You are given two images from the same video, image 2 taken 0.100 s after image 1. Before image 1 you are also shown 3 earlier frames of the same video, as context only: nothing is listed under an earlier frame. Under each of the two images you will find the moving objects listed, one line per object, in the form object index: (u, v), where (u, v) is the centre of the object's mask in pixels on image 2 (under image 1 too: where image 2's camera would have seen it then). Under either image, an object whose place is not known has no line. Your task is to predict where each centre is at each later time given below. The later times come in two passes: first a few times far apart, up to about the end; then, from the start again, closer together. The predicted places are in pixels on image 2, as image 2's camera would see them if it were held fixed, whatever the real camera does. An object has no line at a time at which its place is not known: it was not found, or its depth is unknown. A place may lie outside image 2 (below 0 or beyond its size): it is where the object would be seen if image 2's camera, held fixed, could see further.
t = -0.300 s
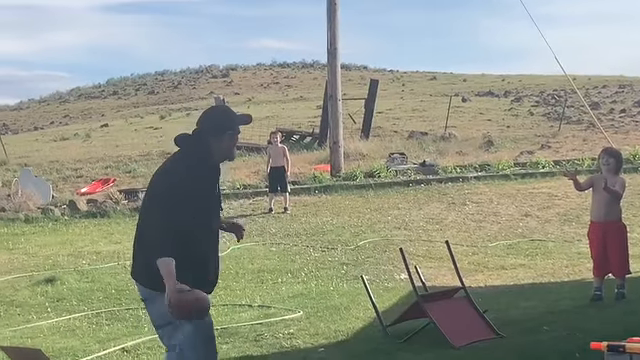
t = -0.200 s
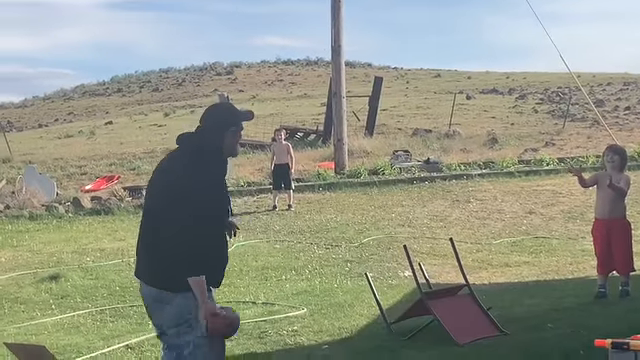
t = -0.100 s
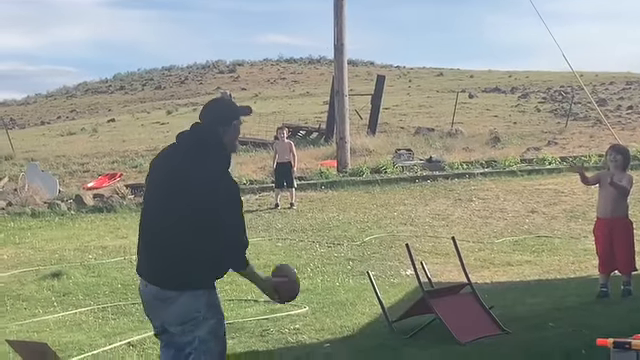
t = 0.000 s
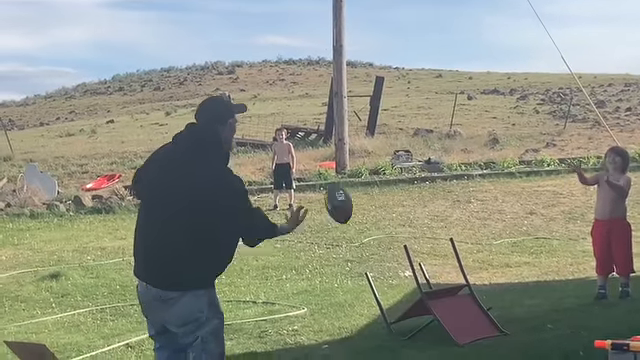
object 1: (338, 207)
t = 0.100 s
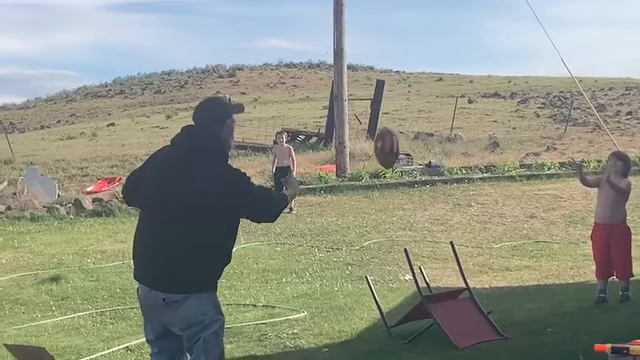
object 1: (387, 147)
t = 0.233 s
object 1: (442, 103)
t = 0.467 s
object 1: (524, 96)
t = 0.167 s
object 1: (415, 121)
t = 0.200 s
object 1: (429, 111)
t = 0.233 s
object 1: (442, 103)
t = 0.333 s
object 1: (479, 90)
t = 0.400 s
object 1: (503, 90)
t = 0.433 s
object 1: (513, 92)
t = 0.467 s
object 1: (524, 96)
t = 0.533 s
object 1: (544, 107)
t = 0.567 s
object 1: (553, 115)
